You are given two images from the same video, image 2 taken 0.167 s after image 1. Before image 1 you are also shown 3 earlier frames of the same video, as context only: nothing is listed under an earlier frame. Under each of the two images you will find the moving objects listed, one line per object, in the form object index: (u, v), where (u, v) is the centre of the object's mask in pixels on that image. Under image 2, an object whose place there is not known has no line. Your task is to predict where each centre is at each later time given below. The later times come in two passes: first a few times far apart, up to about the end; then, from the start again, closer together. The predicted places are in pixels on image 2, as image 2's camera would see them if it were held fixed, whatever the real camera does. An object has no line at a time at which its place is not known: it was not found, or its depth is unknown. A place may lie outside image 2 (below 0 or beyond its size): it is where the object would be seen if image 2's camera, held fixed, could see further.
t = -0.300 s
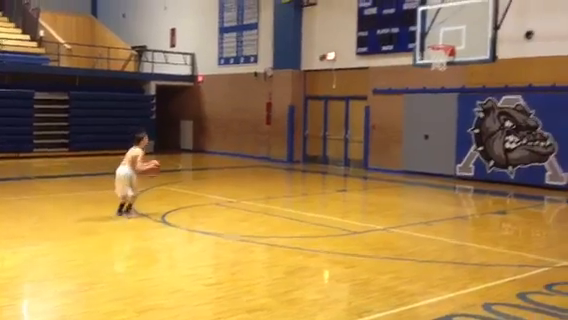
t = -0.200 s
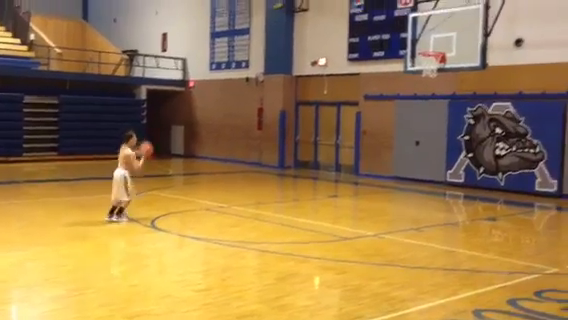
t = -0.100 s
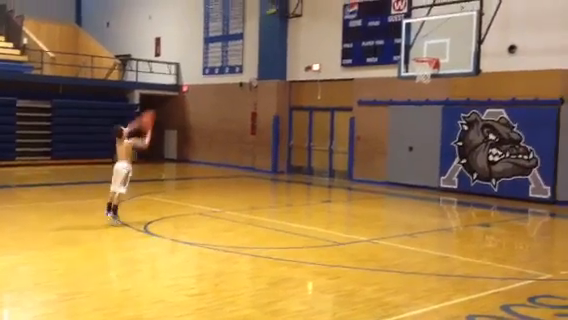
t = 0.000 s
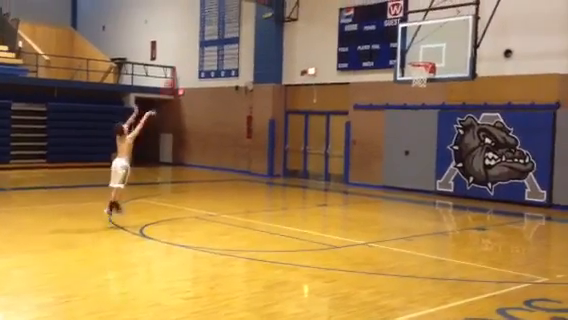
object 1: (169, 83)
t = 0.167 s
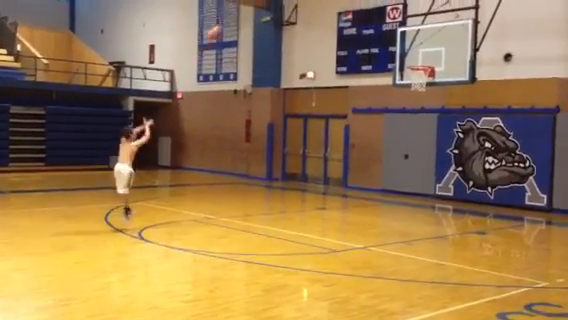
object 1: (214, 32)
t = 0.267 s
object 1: (241, 9)
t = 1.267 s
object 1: (423, 84)
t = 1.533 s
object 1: (416, 150)
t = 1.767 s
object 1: (414, 199)
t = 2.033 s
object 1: (403, 142)
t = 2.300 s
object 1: (390, 120)
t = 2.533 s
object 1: (377, 131)
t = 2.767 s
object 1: (363, 173)
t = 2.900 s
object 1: (354, 218)
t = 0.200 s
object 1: (224, 24)
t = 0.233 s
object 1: (231, 17)
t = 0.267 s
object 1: (241, 9)
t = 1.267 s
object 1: (423, 84)
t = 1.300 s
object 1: (422, 90)
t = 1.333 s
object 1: (421, 96)
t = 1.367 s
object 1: (421, 103)
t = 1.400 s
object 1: (420, 111)
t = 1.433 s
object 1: (420, 121)
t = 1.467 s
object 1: (418, 132)
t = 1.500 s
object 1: (417, 140)
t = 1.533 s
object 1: (416, 150)
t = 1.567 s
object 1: (416, 162)
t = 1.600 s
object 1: (417, 177)
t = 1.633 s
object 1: (416, 187)
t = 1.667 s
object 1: (415, 199)
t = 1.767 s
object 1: (414, 199)
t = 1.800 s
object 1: (411, 188)
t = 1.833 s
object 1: (410, 181)
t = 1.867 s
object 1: (408, 175)
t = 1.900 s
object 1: (407, 167)
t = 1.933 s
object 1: (405, 160)
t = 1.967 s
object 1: (405, 154)
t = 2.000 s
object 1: (403, 148)
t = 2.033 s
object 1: (403, 142)
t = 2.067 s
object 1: (401, 137)
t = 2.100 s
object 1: (400, 133)
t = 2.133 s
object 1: (398, 130)
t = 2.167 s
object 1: (397, 127)
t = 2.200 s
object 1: (395, 124)
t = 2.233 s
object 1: (394, 122)
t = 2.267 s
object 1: (393, 121)
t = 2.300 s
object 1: (390, 120)
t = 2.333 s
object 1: (389, 120)
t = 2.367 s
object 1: (387, 120)
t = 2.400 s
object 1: (386, 120)
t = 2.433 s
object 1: (384, 122)
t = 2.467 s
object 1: (382, 123)
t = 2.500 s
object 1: (380, 127)
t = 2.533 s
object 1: (377, 131)
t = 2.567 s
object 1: (376, 135)
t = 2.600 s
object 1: (374, 139)
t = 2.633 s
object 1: (372, 144)
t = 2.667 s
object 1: (370, 151)
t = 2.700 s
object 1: (367, 158)
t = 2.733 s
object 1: (366, 165)
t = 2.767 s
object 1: (363, 173)
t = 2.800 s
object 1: (361, 183)
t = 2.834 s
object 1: (359, 192)
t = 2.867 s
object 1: (357, 204)
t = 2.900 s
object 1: (354, 218)
